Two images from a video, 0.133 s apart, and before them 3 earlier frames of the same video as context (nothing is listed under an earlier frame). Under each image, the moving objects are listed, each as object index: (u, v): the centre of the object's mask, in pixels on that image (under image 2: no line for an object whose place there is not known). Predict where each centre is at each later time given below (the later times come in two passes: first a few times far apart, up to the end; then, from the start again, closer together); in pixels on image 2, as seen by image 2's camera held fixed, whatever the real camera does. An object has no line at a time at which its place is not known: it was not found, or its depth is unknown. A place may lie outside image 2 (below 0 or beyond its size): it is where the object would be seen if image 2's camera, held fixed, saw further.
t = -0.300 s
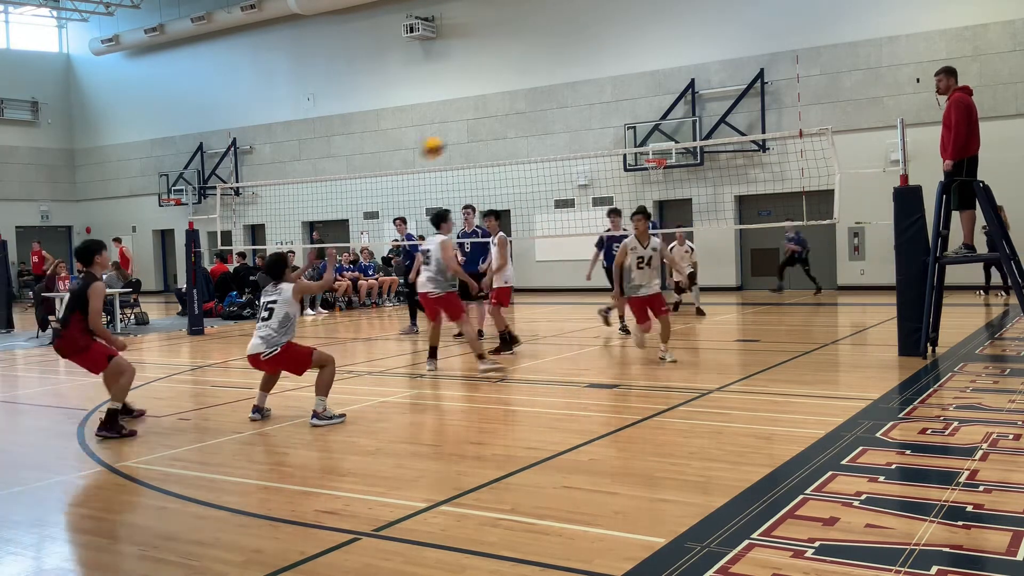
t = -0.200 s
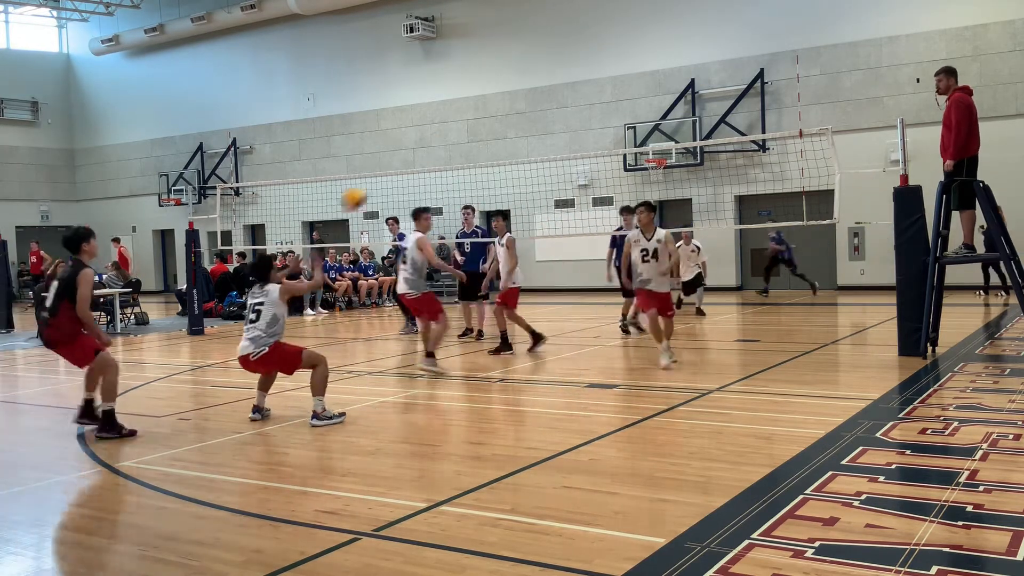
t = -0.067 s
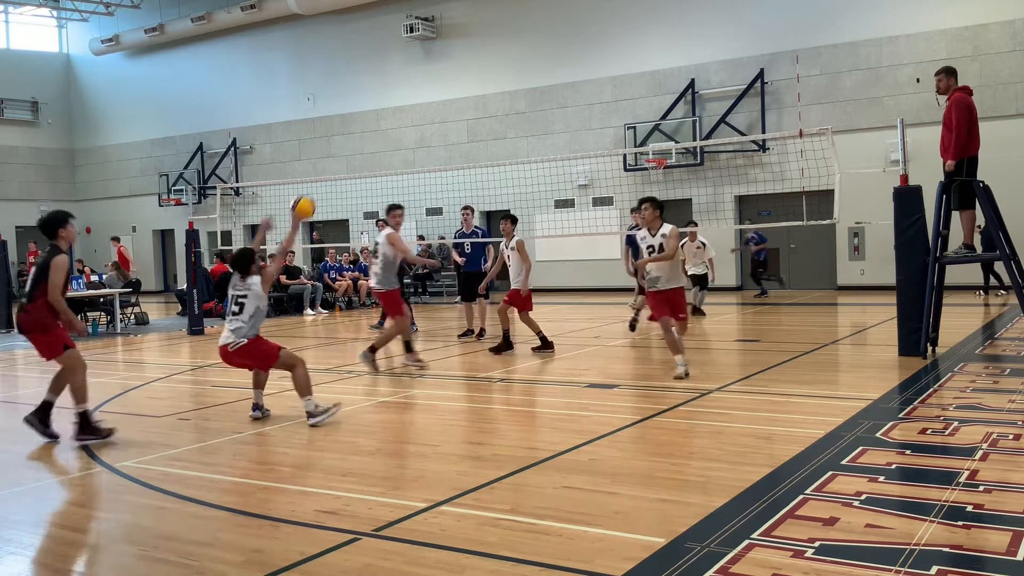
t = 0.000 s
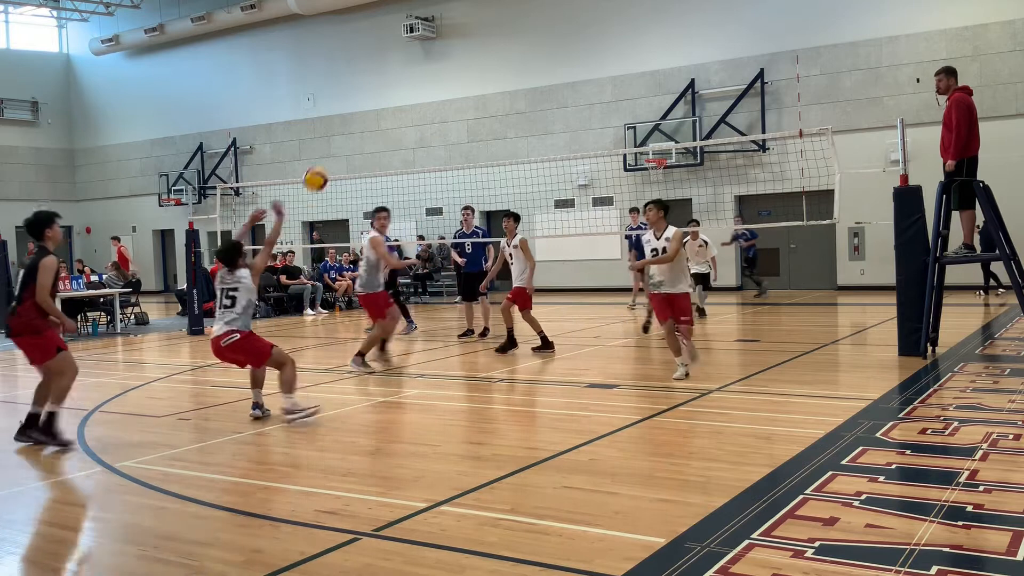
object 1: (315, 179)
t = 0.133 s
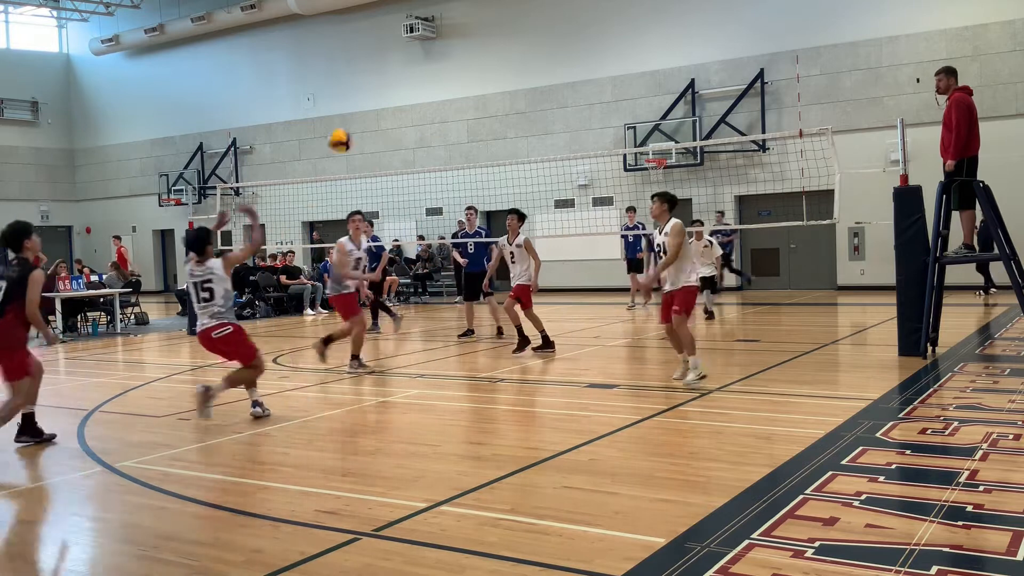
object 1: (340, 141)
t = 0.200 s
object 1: (352, 130)
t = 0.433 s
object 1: (391, 129)
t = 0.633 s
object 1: (422, 169)
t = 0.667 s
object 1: (427, 179)
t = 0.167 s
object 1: (346, 135)
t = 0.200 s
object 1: (352, 130)
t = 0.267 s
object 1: (364, 123)
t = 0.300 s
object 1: (370, 122)
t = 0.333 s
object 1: (375, 122)
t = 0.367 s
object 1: (381, 123)
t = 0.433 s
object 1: (391, 129)
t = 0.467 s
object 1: (396, 133)
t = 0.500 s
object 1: (402, 138)
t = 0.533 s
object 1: (407, 144)
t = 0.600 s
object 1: (418, 159)
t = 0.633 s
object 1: (422, 169)
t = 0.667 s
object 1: (427, 179)
